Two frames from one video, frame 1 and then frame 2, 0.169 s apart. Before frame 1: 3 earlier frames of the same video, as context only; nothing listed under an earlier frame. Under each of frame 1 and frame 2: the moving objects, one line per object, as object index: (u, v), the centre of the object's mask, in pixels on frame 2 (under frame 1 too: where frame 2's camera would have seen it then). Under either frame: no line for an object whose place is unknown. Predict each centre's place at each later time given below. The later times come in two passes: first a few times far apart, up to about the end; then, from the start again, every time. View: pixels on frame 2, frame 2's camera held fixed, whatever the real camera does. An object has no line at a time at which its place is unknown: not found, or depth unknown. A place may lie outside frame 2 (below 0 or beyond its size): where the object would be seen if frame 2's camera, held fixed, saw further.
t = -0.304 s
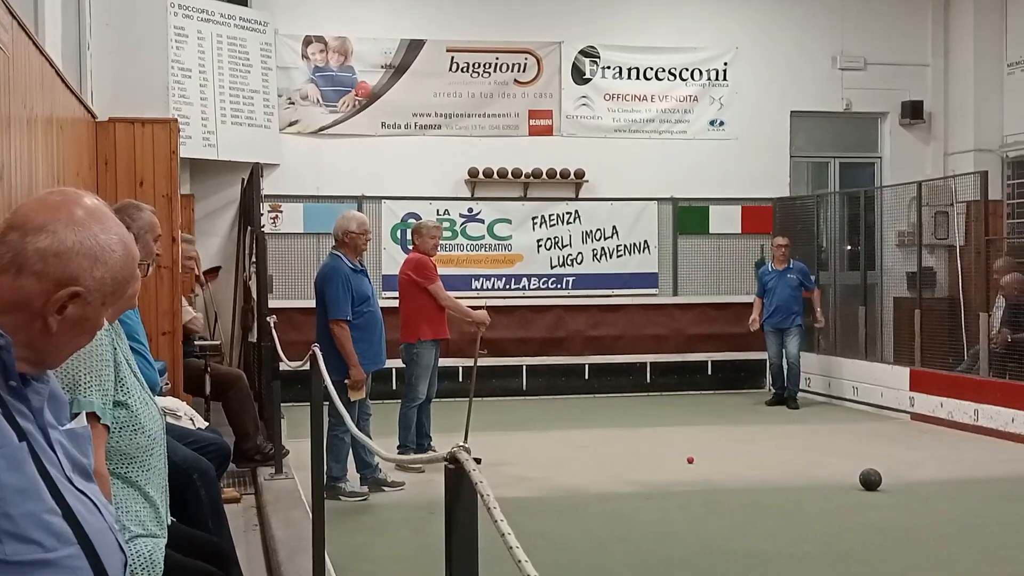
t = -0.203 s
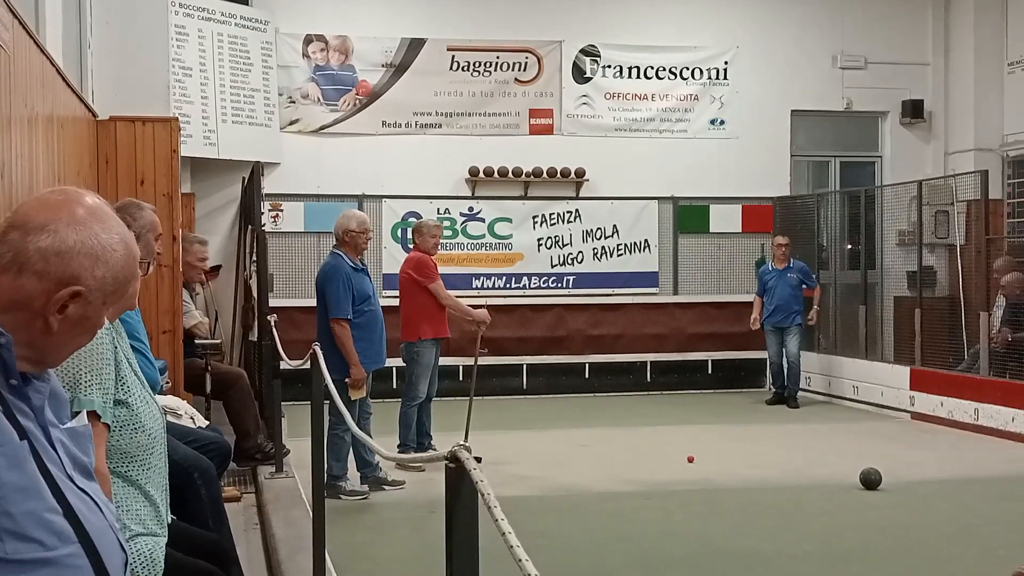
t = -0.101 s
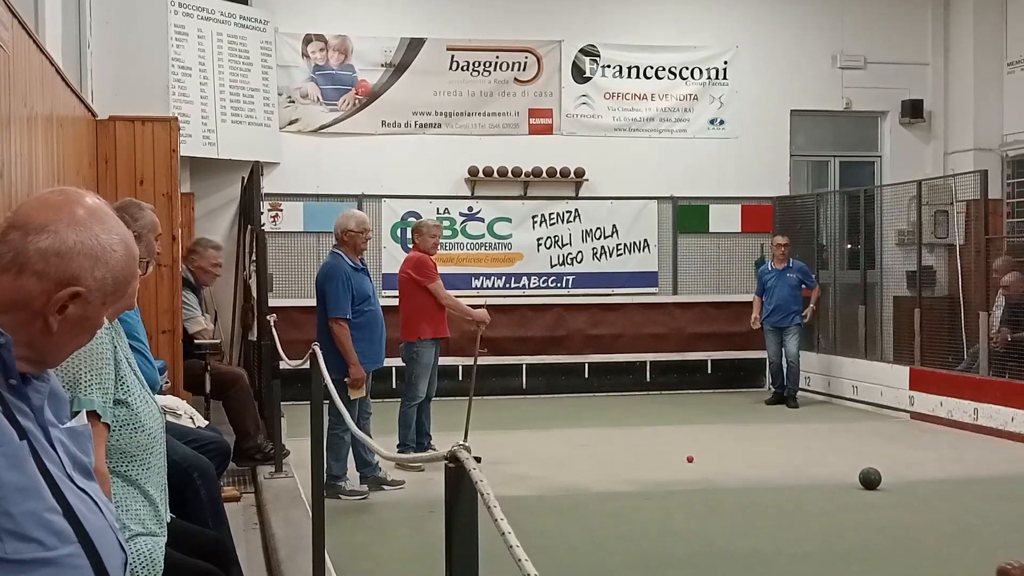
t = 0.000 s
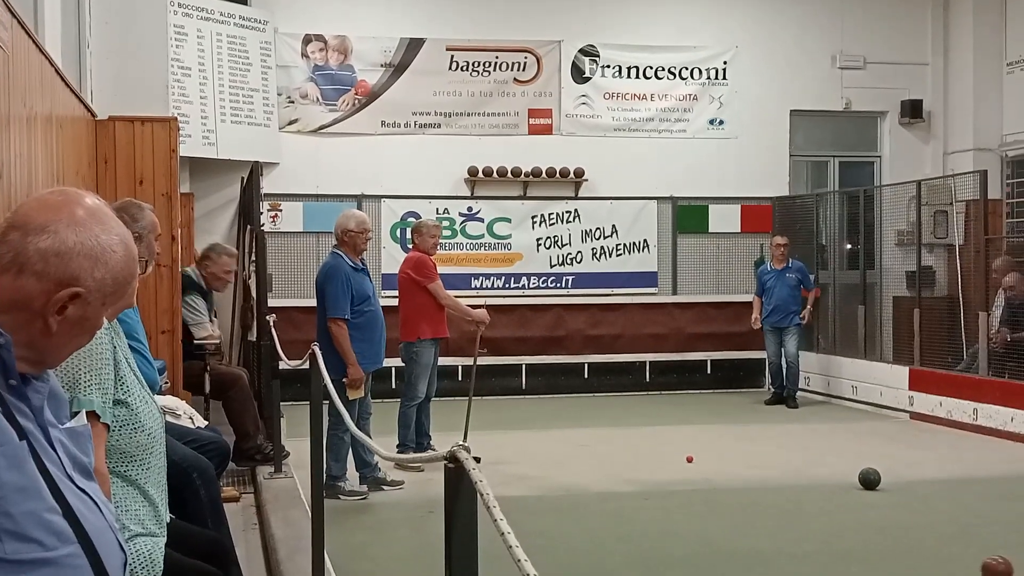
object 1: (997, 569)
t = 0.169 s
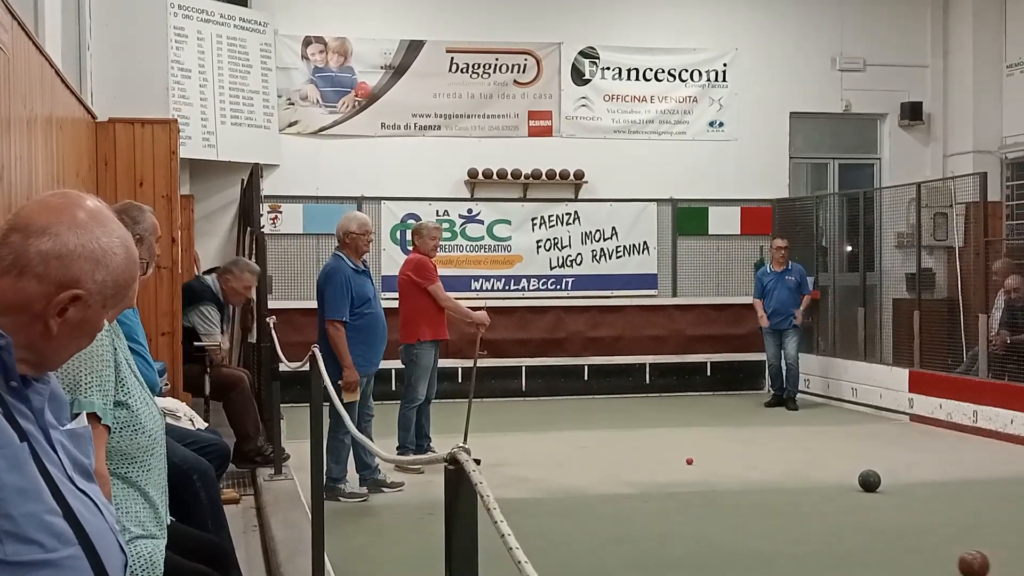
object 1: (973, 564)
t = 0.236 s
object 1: (965, 562)
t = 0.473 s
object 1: (936, 553)
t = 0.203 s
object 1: (969, 563)
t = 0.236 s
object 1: (965, 562)
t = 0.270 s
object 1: (961, 561)
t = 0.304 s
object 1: (956, 560)
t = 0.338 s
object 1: (952, 559)
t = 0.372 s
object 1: (948, 558)
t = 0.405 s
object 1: (944, 556)
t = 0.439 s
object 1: (940, 555)
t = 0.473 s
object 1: (936, 553)
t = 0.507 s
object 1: (932, 552)
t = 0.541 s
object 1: (928, 551)
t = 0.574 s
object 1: (924, 549)
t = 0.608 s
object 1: (921, 548)
